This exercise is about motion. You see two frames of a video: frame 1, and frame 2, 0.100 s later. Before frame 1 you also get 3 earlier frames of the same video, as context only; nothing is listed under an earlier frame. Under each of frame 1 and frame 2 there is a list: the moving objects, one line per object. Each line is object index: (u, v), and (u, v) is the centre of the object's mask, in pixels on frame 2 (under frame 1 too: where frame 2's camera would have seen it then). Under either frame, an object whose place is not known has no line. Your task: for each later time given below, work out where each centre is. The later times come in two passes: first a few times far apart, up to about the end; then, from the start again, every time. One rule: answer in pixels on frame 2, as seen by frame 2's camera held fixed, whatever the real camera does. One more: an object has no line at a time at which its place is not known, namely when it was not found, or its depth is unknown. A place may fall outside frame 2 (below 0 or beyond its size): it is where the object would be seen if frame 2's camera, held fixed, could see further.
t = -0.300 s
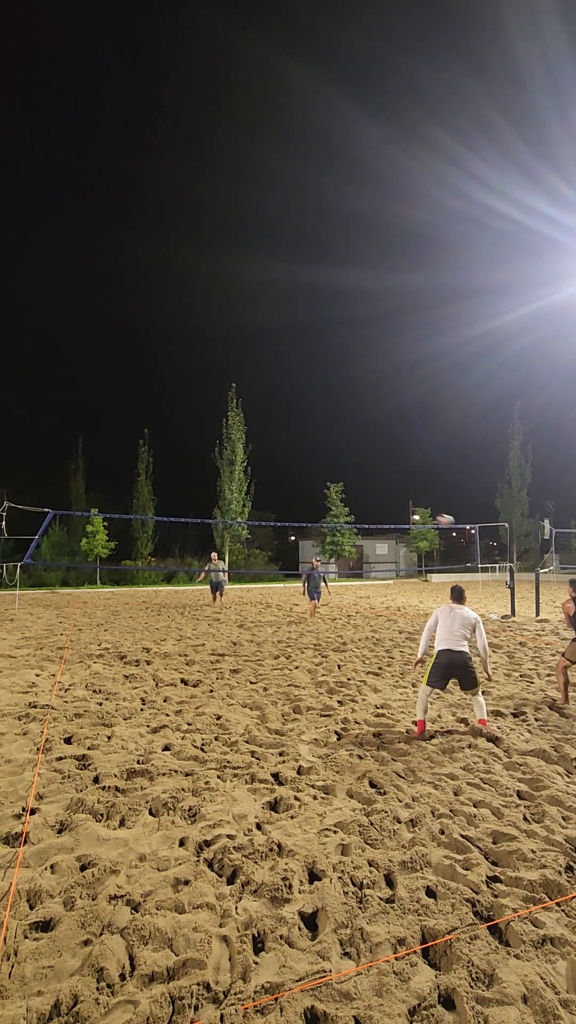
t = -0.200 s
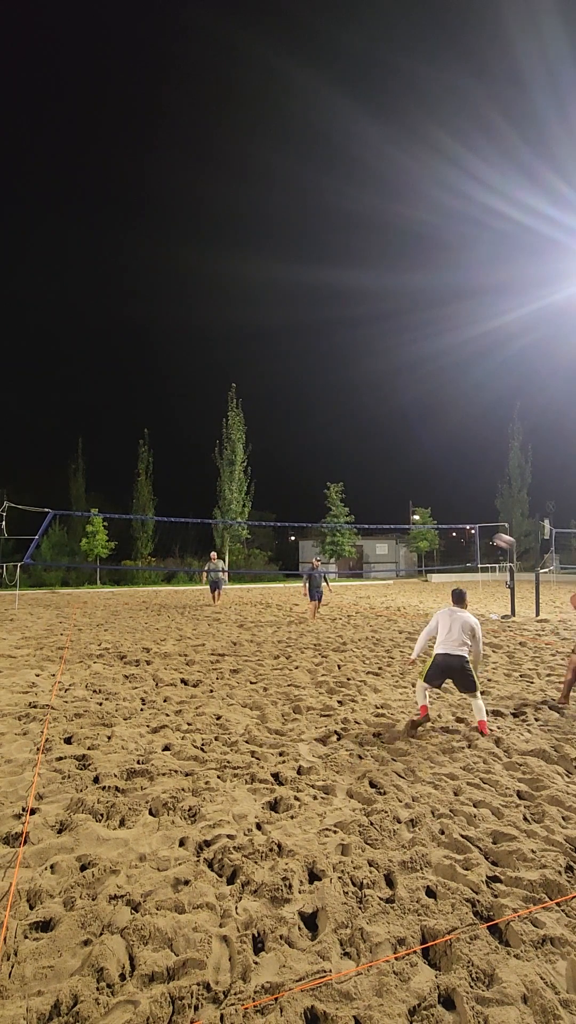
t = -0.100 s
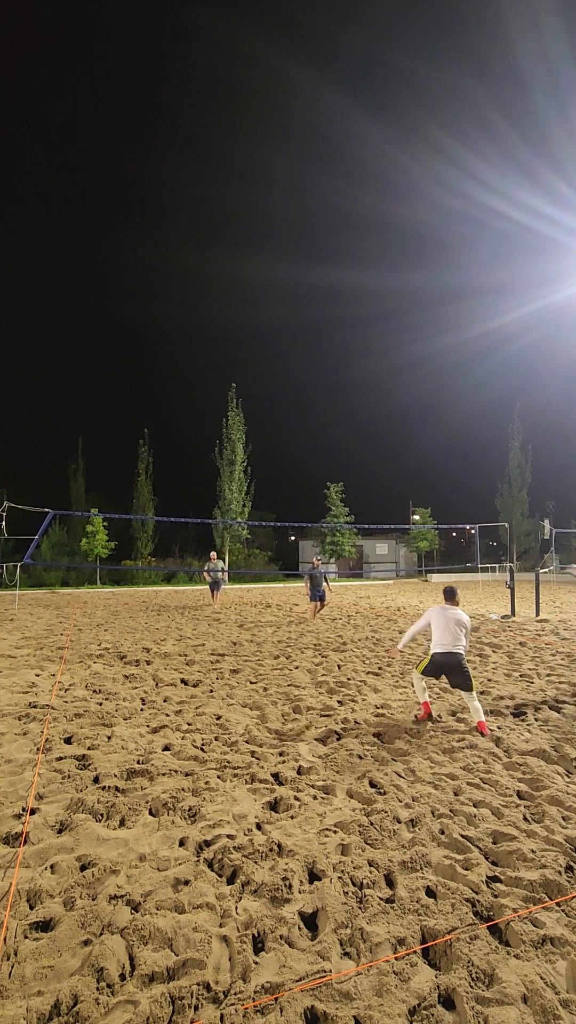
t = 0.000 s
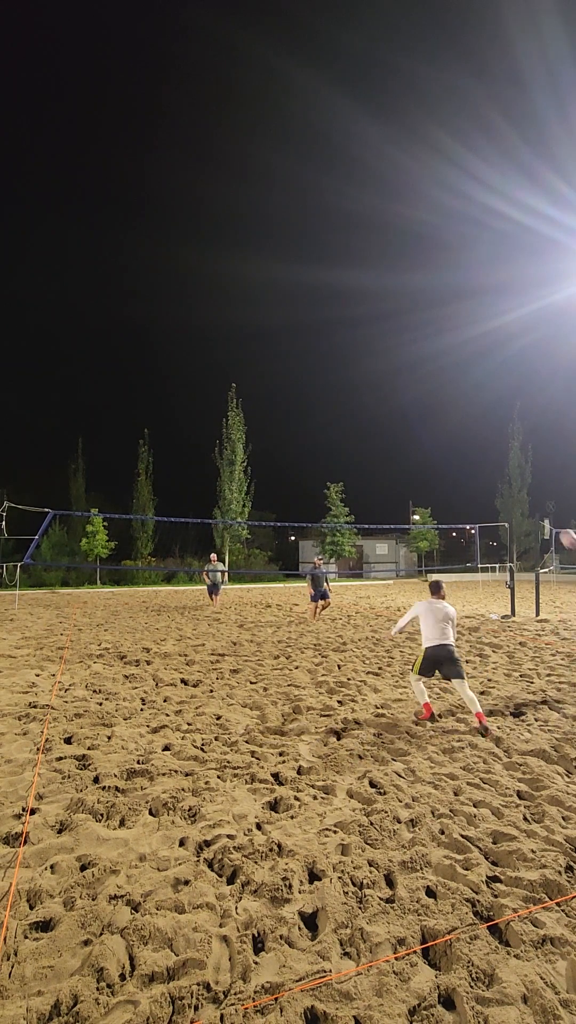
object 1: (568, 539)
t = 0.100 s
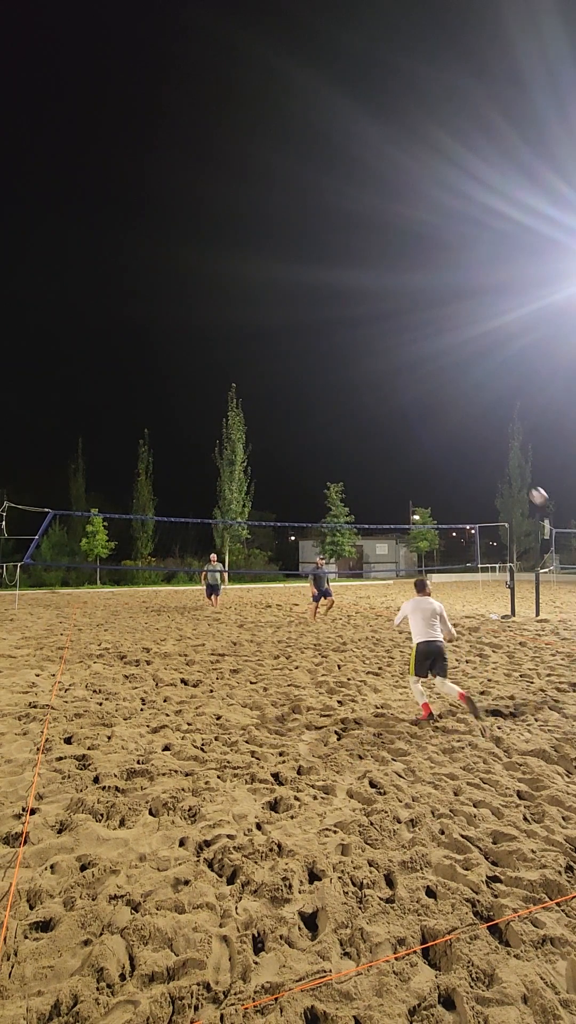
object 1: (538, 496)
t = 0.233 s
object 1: (501, 454)
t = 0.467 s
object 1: (446, 415)
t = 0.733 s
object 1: (394, 412)
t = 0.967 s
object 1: (354, 439)
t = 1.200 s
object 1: (320, 491)
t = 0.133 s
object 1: (529, 484)
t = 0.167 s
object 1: (520, 474)
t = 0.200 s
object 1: (510, 463)
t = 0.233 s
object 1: (501, 454)
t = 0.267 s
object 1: (493, 446)
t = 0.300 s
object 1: (485, 439)
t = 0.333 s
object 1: (477, 433)
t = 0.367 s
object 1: (469, 427)
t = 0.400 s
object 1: (461, 422)
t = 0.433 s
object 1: (454, 418)
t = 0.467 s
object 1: (446, 415)
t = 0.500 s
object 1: (439, 412)
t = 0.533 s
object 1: (432, 410)
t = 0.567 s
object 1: (425, 409)
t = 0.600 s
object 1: (419, 408)
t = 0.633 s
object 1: (412, 408)
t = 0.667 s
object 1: (406, 409)
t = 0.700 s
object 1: (400, 410)
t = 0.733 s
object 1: (394, 412)
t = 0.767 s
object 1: (387, 414)
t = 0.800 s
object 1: (382, 417)
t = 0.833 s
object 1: (376, 420)
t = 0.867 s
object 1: (370, 424)
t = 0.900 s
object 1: (365, 429)
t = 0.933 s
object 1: (359, 434)
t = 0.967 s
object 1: (354, 439)
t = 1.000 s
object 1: (349, 445)
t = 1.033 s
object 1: (344, 451)
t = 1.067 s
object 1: (339, 458)
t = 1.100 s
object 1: (334, 466)
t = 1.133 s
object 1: (329, 474)
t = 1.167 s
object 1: (324, 482)
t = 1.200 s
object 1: (320, 491)
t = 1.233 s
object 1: (315, 500)
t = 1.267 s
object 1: (311, 510)
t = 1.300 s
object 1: (307, 519)
